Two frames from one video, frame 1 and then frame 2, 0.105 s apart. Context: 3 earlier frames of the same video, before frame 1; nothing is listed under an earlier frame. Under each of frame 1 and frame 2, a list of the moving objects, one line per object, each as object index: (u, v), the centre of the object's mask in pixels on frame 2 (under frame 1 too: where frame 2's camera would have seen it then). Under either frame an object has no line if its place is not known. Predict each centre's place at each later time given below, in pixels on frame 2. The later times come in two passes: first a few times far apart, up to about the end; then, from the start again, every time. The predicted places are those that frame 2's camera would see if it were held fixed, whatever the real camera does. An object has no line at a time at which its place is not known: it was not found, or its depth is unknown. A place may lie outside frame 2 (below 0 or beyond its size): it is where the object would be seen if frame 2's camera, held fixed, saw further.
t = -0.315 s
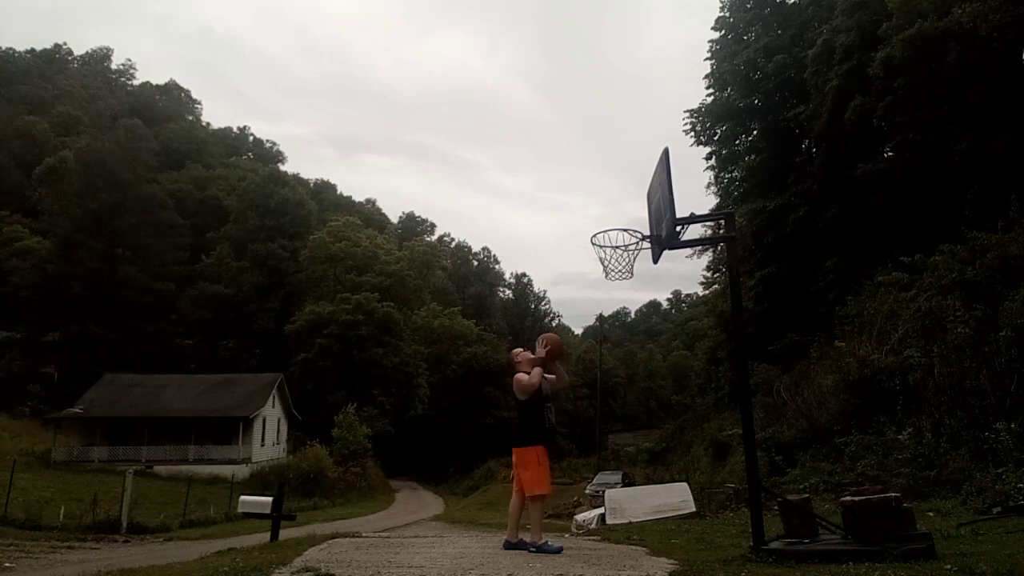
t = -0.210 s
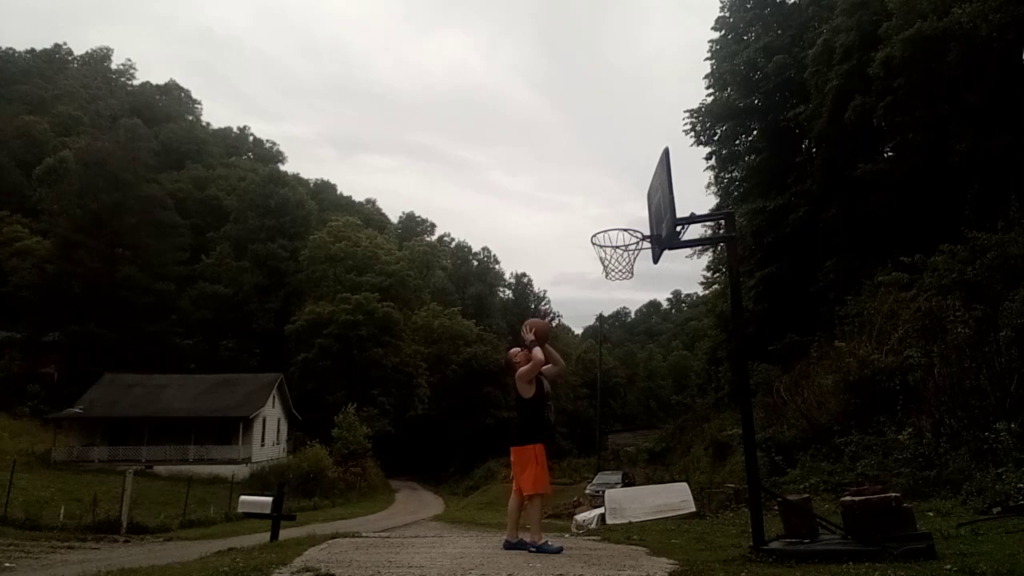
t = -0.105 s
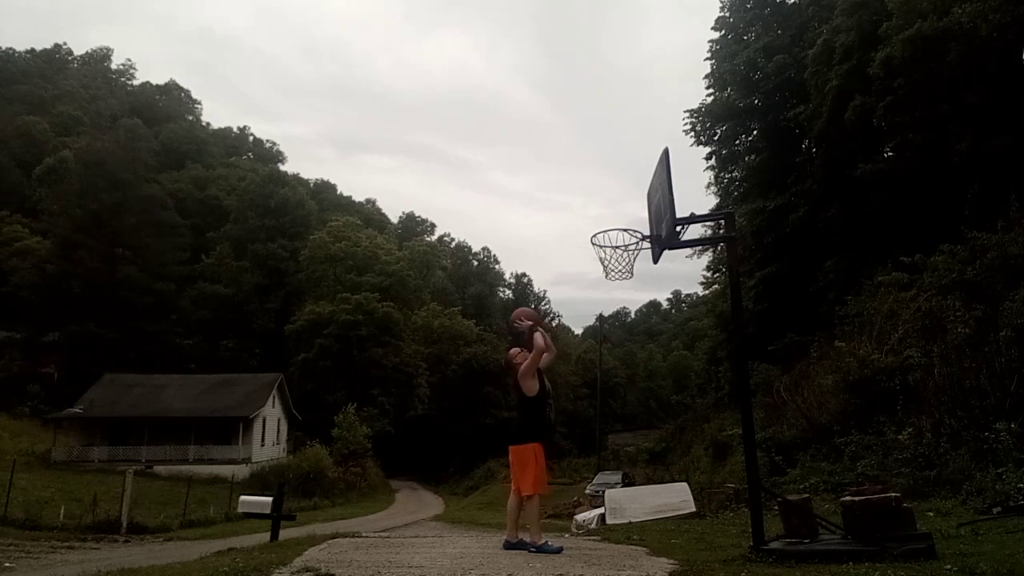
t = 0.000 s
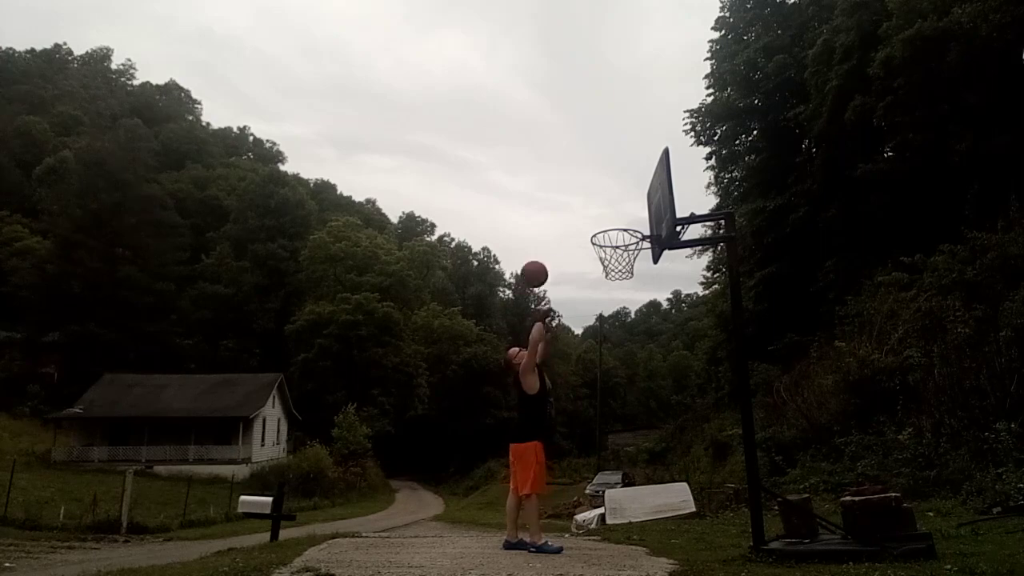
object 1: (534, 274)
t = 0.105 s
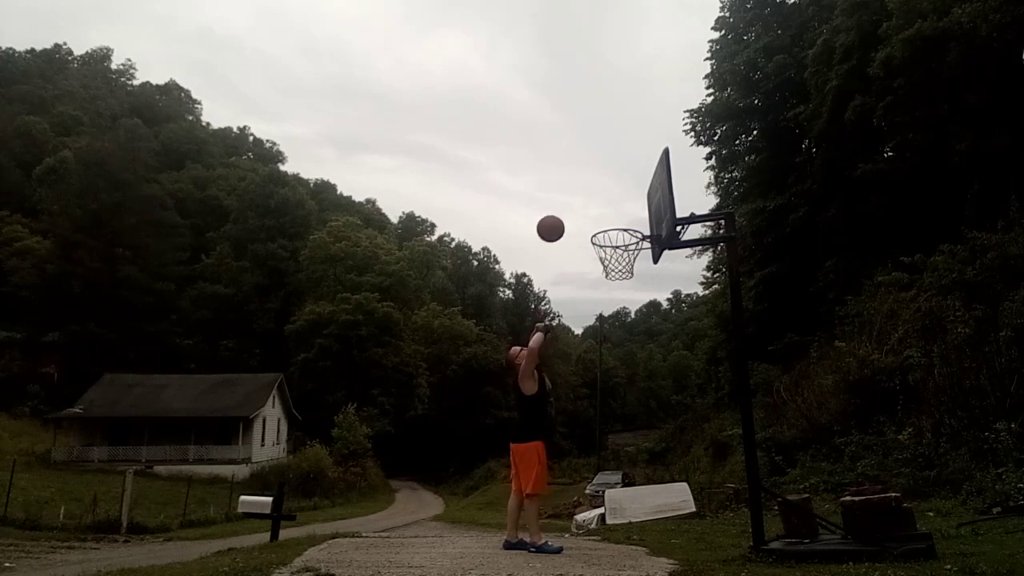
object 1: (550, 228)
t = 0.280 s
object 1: (578, 178)
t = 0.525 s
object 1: (616, 163)
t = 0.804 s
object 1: (638, 223)
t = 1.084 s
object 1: (553, 223)
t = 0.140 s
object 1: (556, 216)
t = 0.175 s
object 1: (561, 205)
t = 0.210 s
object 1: (567, 194)
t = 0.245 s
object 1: (572, 186)
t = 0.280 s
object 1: (578, 178)
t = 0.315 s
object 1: (584, 172)
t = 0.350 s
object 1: (589, 167)
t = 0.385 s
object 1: (594, 164)
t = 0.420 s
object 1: (600, 162)
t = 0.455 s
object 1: (605, 161)
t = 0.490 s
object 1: (611, 161)
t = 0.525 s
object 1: (616, 163)
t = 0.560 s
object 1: (622, 166)
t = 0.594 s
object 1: (628, 170)
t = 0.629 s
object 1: (634, 176)
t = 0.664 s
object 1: (639, 183)
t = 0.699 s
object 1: (641, 191)
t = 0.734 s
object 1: (640, 200)
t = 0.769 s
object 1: (639, 211)
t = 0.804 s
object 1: (638, 223)
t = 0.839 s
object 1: (628, 220)
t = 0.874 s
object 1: (617, 217)
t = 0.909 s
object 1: (606, 215)
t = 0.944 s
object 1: (596, 214)
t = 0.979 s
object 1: (585, 214)
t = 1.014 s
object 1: (574, 216)
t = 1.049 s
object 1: (564, 219)
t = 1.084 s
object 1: (553, 223)
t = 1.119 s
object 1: (542, 229)
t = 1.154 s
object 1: (532, 236)
